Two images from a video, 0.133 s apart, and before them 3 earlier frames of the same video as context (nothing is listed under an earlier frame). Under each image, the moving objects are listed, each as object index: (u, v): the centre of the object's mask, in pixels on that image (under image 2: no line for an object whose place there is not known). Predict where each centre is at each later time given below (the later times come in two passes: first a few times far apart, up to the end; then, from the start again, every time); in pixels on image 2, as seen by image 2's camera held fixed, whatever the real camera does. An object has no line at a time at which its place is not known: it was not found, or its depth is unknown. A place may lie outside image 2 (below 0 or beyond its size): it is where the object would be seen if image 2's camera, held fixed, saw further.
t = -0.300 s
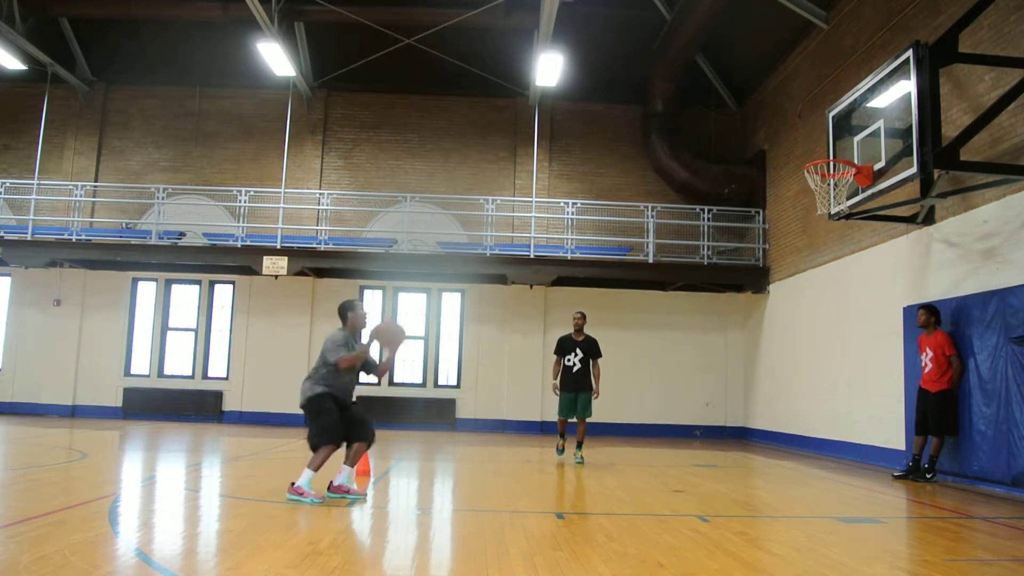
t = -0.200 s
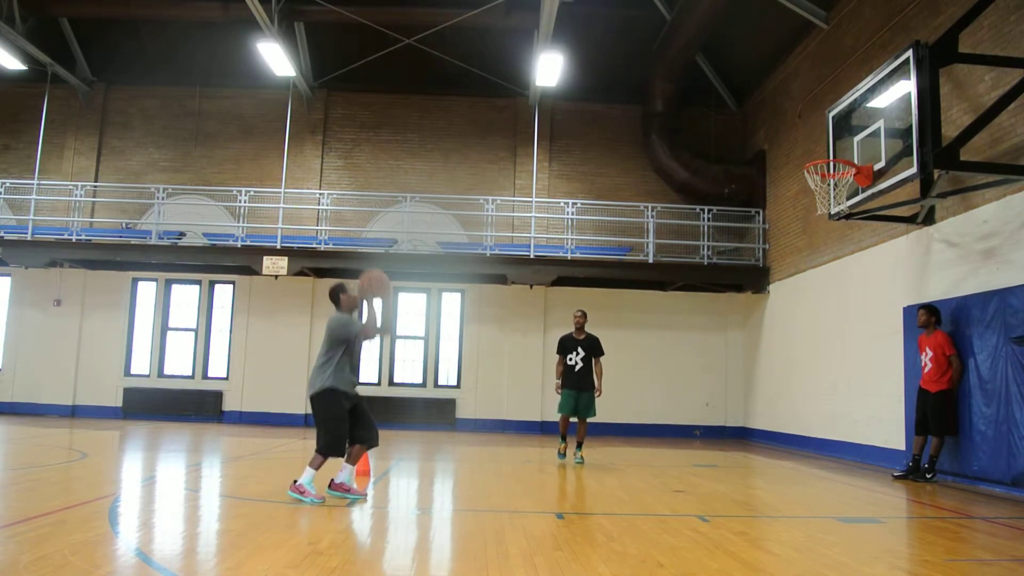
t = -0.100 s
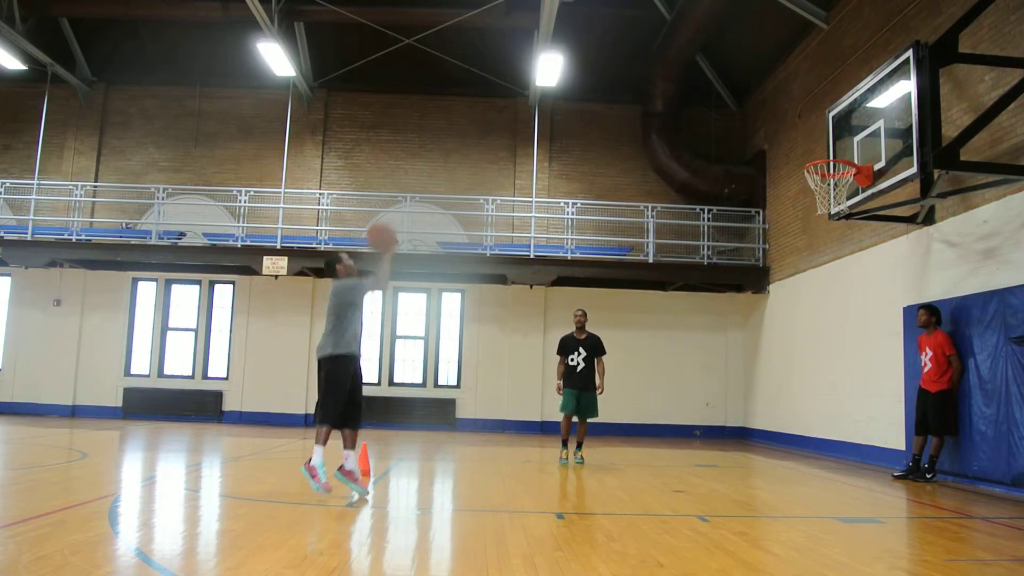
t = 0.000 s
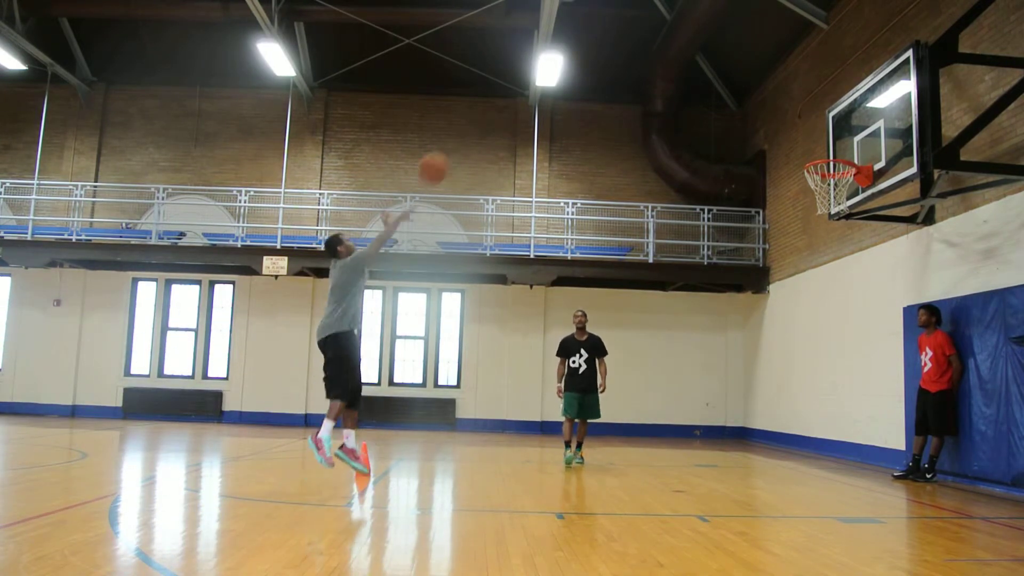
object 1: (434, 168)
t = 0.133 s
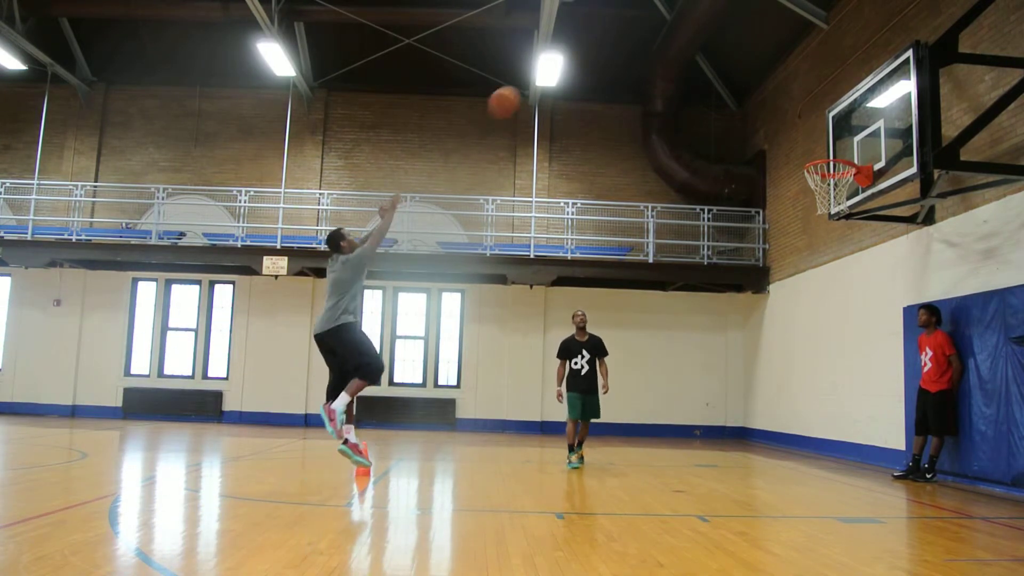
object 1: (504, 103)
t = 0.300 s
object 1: (585, 52)
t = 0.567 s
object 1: (699, 37)
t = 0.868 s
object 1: (811, 105)
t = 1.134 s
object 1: (838, 132)
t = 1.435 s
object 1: (791, 141)
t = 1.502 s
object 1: (781, 155)
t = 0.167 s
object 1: (521, 90)
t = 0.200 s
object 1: (534, 80)
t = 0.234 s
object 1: (556, 65)
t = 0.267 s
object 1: (572, 58)
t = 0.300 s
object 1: (585, 52)
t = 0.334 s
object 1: (600, 46)
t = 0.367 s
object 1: (615, 41)
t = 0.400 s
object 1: (629, 38)
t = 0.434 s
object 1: (643, 36)
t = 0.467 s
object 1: (657, 34)
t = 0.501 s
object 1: (670, 34)
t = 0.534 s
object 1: (685, 36)
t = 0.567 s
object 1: (699, 37)
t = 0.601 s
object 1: (712, 41)
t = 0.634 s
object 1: (725, 45)
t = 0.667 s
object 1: (738, 51)
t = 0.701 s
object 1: (751, 57)
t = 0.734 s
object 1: (763, 65)
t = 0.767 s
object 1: (775, 73)
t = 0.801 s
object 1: (787, 82)
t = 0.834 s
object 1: (799, 92)
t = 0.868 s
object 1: (811, 105)
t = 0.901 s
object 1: (824, 116)
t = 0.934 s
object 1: (838, 131)
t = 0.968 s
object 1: (848, 145)
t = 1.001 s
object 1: (860, 154)
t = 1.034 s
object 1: (854, 147)
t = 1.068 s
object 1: (848, 141)
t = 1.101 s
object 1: (843, 136)
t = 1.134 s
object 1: (838, 132)
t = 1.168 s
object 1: (832, 129)
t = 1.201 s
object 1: (827, 127)
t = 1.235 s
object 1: (822, 125)
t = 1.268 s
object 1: (816, 126)
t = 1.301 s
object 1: (813, 126)
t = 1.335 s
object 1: (807, 128)
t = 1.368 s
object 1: (801, 132)
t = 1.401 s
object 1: (797, 136)
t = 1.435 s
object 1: (791, 141)
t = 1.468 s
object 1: (786, 148)
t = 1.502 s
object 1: (781, 155)
